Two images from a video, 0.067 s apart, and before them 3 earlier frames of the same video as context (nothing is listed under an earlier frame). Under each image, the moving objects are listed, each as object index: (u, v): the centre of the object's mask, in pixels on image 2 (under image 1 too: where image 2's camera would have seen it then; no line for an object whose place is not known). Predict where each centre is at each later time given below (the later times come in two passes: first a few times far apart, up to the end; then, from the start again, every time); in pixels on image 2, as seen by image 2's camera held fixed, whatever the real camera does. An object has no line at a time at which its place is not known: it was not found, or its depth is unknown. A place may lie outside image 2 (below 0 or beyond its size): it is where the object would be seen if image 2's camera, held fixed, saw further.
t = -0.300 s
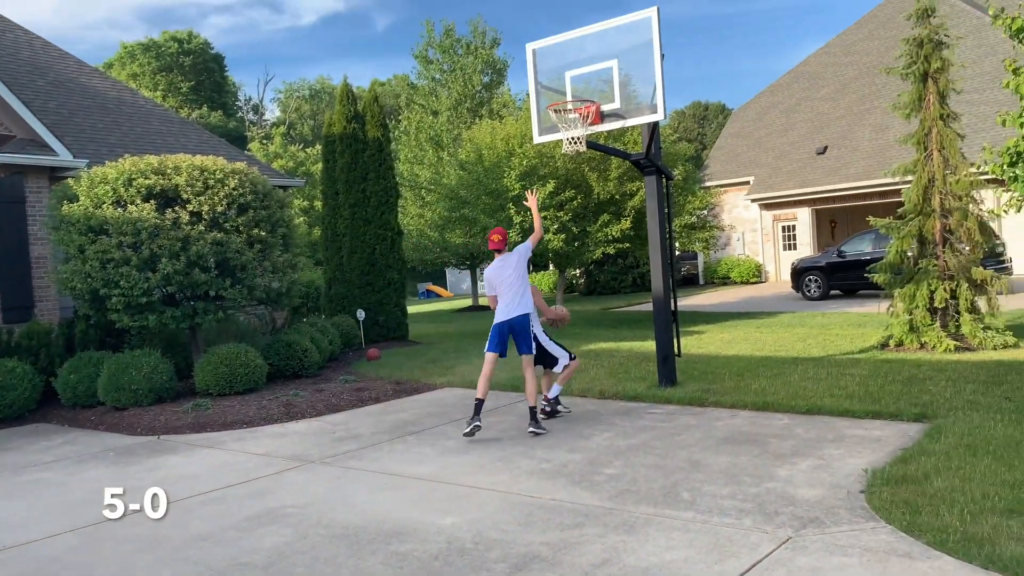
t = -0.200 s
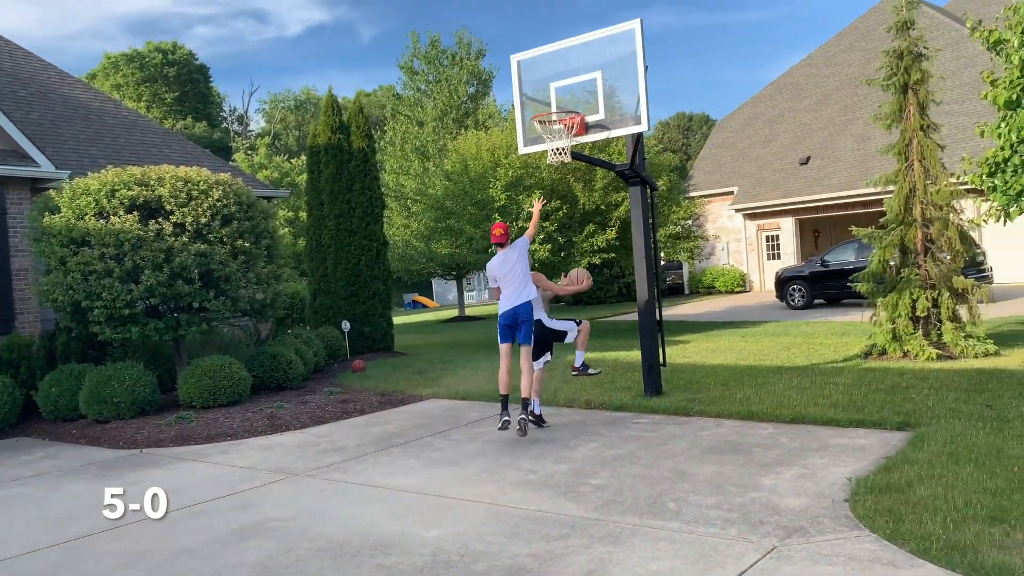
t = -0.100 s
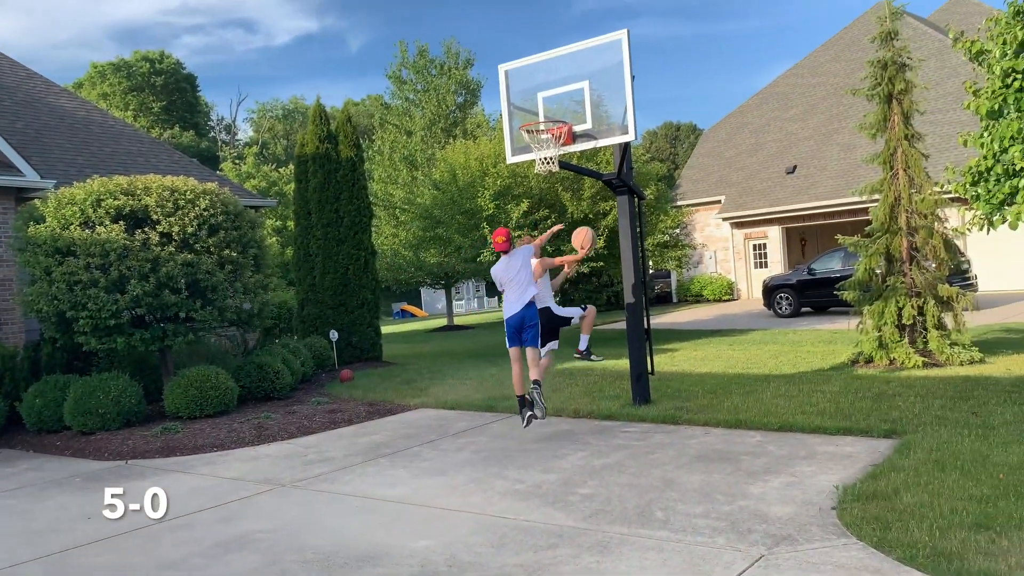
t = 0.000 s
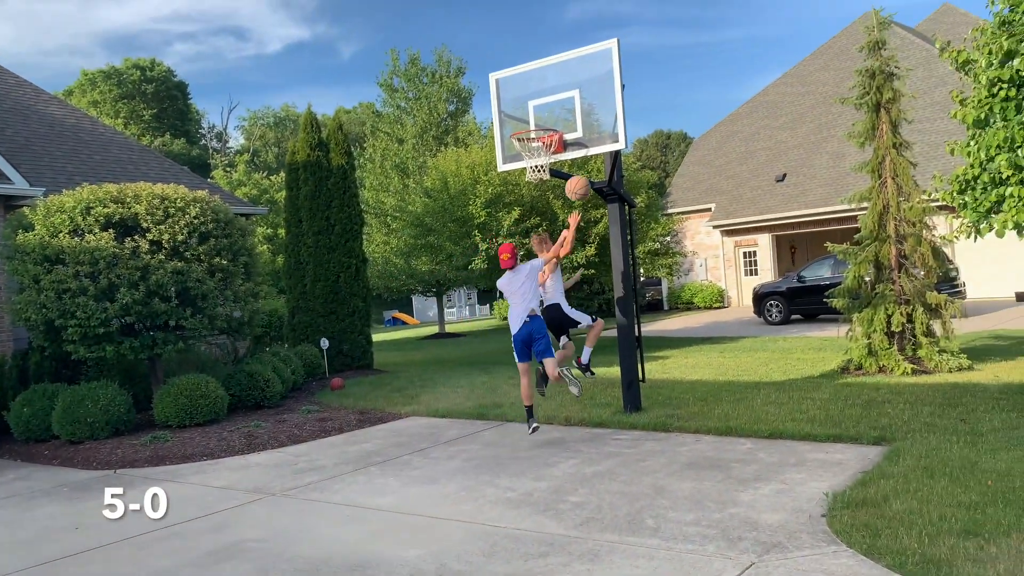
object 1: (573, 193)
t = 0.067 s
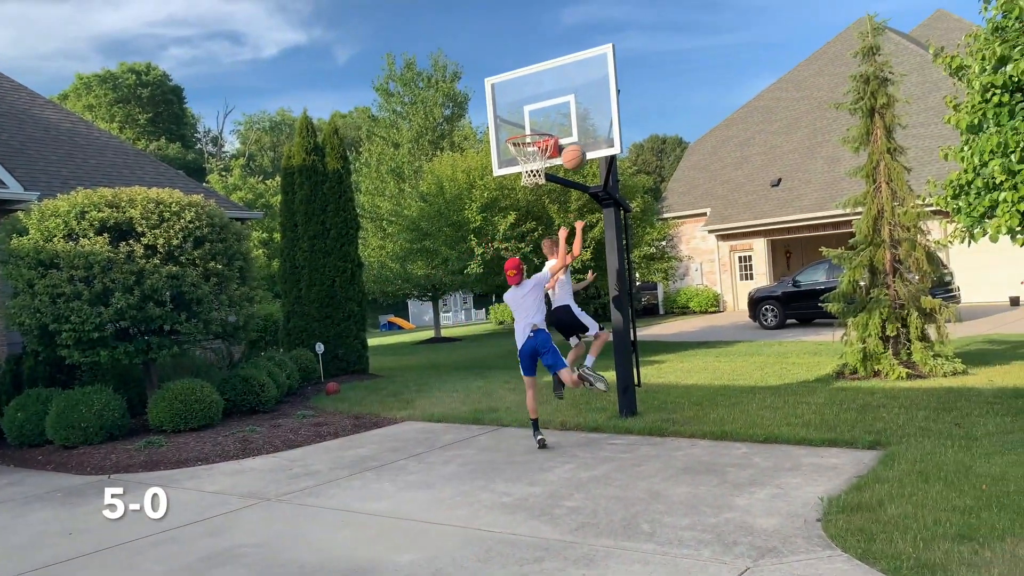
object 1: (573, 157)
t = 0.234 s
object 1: (576, 90)
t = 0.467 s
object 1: (559, 58)
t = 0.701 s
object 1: (544, 84)
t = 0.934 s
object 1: (537, 104)
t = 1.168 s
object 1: (541, 95)
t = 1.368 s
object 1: (547, 134)
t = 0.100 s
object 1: (573, 141)
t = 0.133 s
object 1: (574, 126)
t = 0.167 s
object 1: (574, 113)
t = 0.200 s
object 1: (575, 101)
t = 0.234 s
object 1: (576, 90)
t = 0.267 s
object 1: (576, 80)
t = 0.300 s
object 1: (573, 74)
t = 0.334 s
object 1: (570, 68)
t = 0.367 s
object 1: (567, 64)
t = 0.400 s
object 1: (565, 61)
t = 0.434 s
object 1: (562, 59)
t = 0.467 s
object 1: (559, 58)
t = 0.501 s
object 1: (557, 58)
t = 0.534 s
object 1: (554, 60)
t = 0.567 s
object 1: (552, 62)
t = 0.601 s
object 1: (550, 65)
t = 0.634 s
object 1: (548, 70)
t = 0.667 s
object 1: (546, 76)
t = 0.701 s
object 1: (544, 84)
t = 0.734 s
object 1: (542, 92)
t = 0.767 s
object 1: (540, 101)
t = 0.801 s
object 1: (538, 112)
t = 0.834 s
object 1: (537, 123)
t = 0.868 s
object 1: (537, 117)
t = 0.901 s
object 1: (537, 110)
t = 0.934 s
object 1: (537, 104)
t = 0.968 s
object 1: (537, 100)
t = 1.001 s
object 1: (537, 96)
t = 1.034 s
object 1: (538, 93)
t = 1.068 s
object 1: (539, 92)
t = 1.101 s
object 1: (539, 92)
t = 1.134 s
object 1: (540, 93)
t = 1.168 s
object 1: (541, 95)
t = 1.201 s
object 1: (541, 99)
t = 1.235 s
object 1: (542, 103)
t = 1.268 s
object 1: (543, 109)
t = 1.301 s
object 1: (545, 116)
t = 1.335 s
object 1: (546, 124)
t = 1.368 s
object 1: (547, 134)
